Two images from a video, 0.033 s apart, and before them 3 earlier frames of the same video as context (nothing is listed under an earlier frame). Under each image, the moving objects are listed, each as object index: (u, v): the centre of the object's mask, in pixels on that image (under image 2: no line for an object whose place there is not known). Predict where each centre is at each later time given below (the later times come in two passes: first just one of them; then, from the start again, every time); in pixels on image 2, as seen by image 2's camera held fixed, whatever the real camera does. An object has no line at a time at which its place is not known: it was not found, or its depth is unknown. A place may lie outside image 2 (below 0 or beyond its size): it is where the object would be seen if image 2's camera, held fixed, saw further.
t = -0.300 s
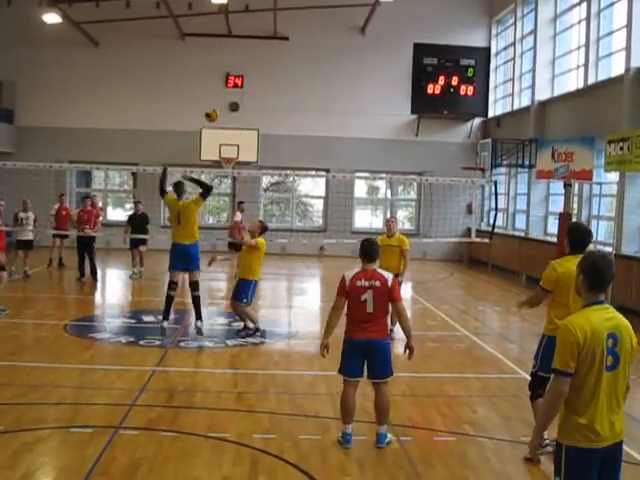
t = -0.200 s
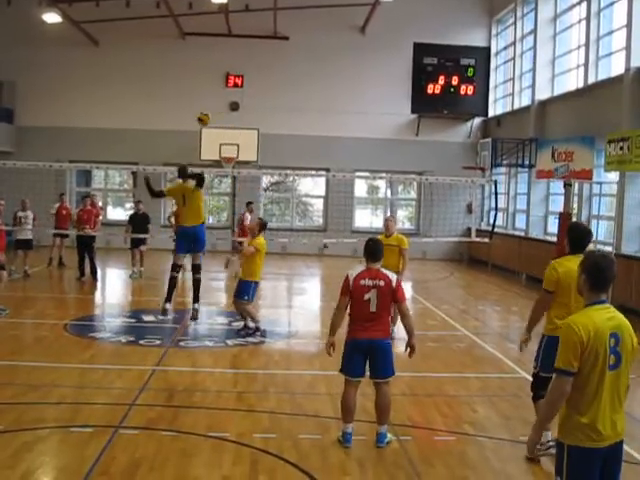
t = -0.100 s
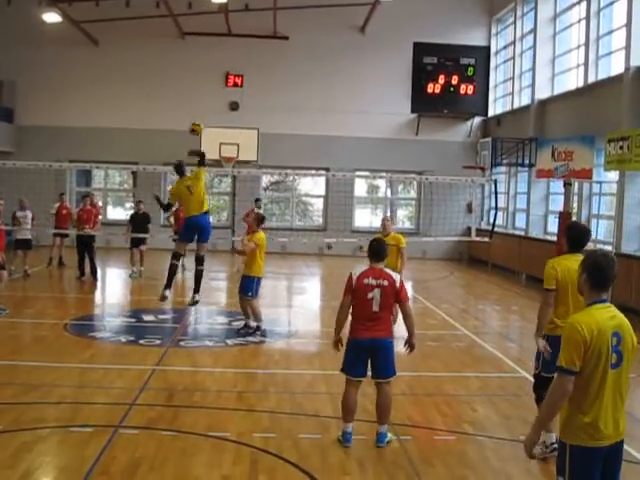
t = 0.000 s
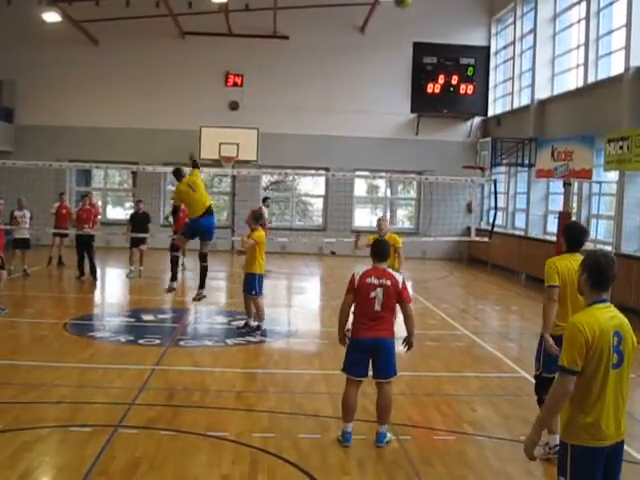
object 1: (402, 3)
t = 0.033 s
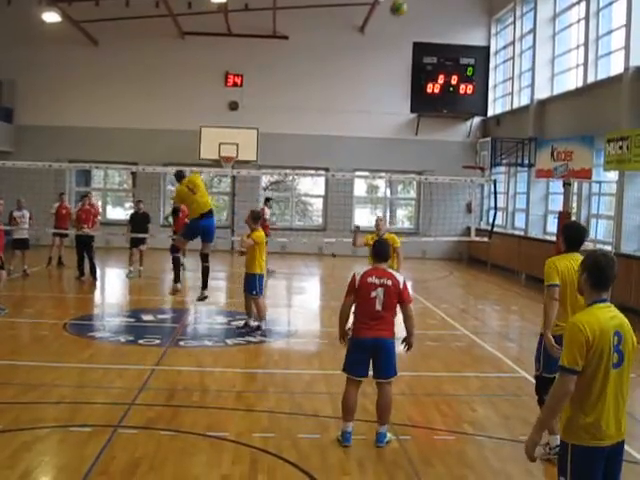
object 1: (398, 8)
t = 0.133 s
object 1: (386, 36)
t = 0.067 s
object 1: (394, 16)
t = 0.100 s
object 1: (390, 26)
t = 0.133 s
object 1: (386, 36)
